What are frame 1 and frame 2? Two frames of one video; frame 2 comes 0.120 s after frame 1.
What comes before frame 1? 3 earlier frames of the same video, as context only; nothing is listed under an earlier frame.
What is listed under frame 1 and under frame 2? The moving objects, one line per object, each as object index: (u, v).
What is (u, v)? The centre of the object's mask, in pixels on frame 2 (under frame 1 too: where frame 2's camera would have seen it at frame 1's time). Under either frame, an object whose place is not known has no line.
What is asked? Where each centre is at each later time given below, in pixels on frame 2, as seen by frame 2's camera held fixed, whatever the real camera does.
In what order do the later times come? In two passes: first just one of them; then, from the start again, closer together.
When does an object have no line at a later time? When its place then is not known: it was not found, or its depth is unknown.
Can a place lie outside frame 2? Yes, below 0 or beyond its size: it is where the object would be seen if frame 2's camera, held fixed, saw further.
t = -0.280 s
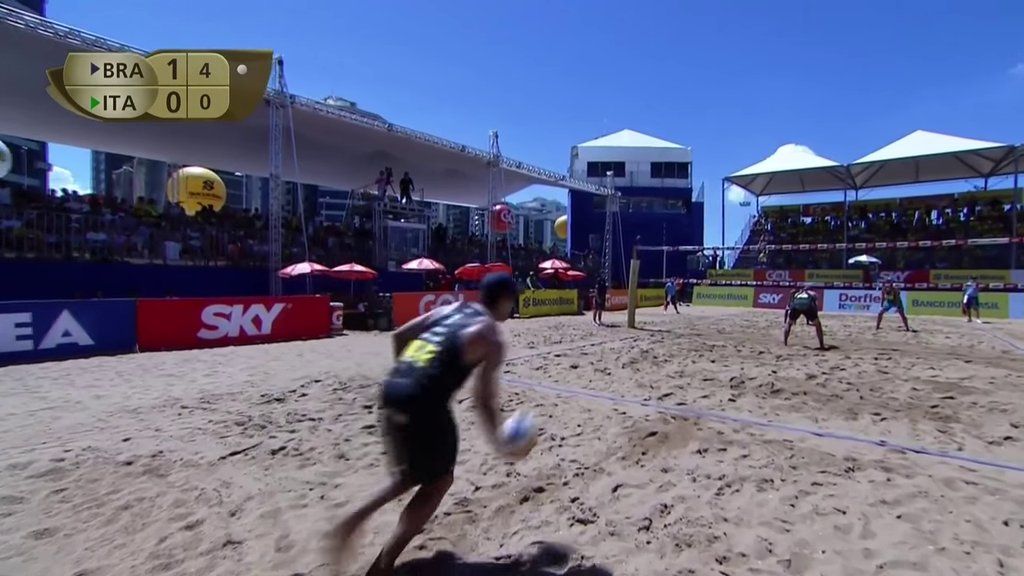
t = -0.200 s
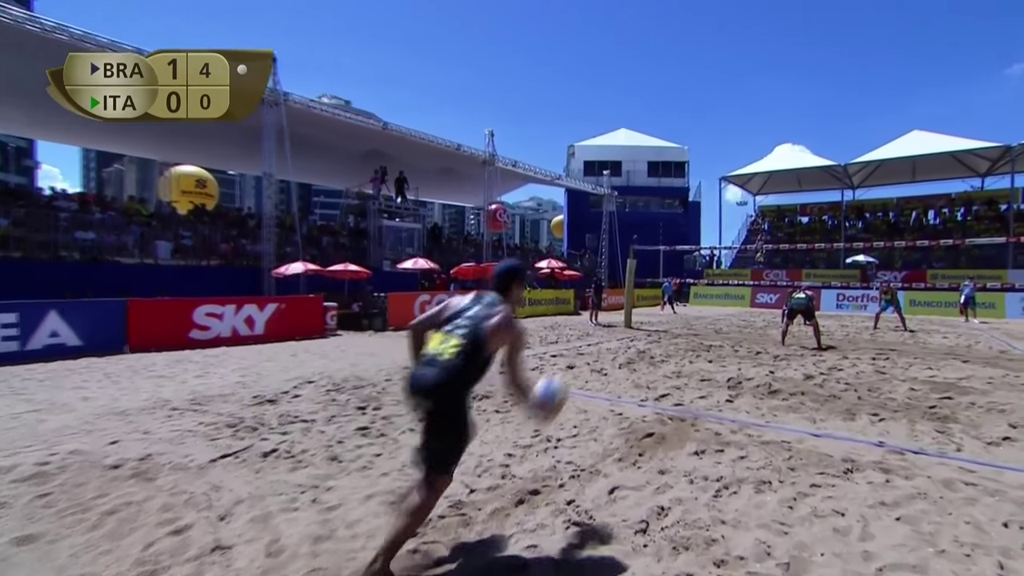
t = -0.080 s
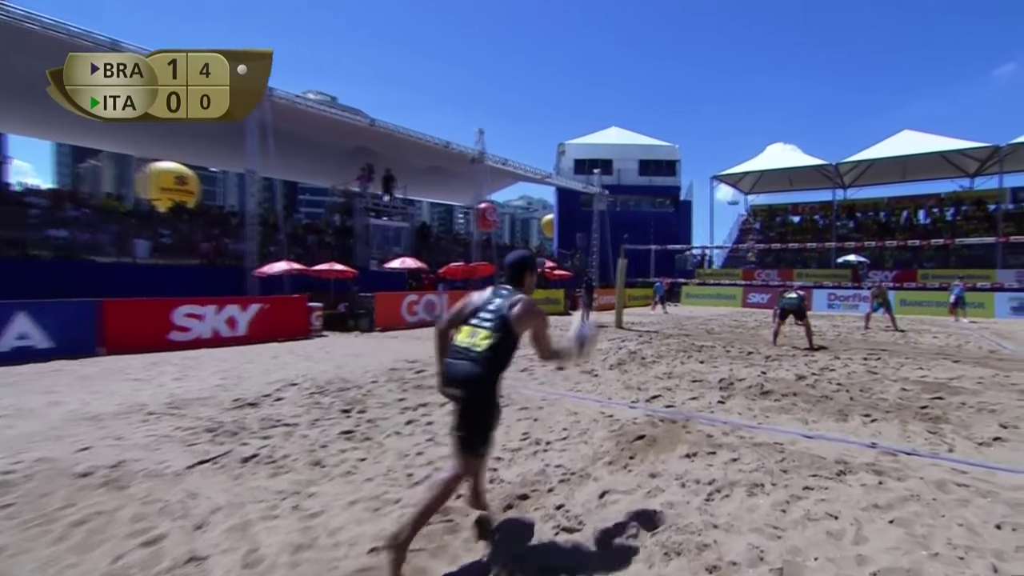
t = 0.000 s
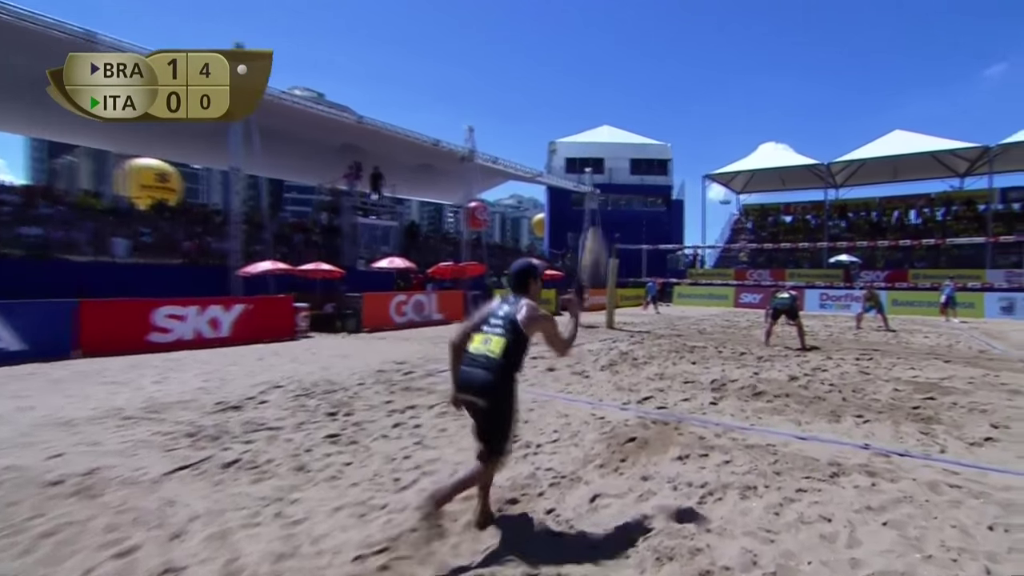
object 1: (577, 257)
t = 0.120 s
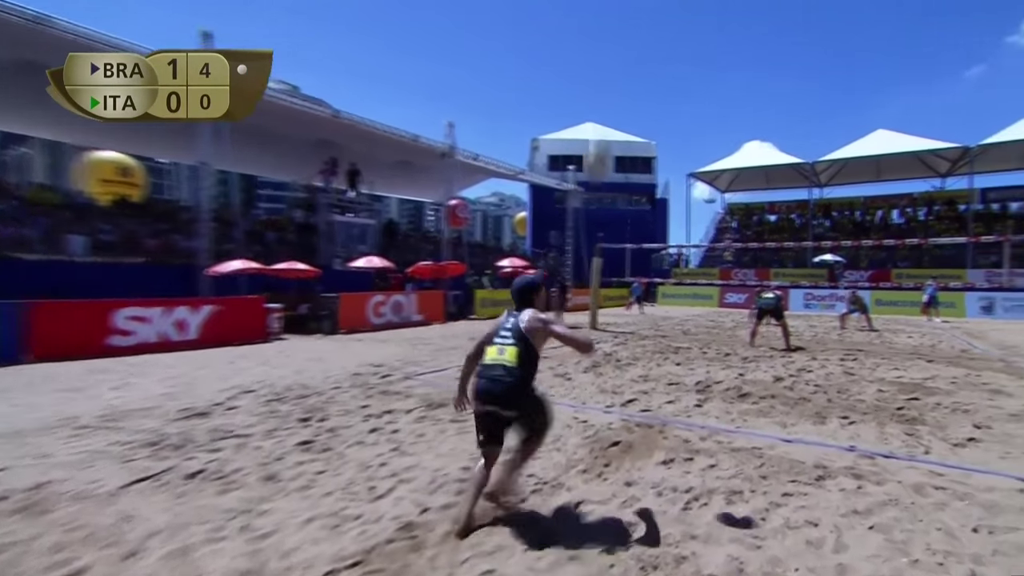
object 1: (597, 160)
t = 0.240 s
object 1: (615, 92)
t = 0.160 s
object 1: (603, 133)
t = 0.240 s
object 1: (615, 92)
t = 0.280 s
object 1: (620, 74)
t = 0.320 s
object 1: (626, 62)
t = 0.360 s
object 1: (633, 50)
